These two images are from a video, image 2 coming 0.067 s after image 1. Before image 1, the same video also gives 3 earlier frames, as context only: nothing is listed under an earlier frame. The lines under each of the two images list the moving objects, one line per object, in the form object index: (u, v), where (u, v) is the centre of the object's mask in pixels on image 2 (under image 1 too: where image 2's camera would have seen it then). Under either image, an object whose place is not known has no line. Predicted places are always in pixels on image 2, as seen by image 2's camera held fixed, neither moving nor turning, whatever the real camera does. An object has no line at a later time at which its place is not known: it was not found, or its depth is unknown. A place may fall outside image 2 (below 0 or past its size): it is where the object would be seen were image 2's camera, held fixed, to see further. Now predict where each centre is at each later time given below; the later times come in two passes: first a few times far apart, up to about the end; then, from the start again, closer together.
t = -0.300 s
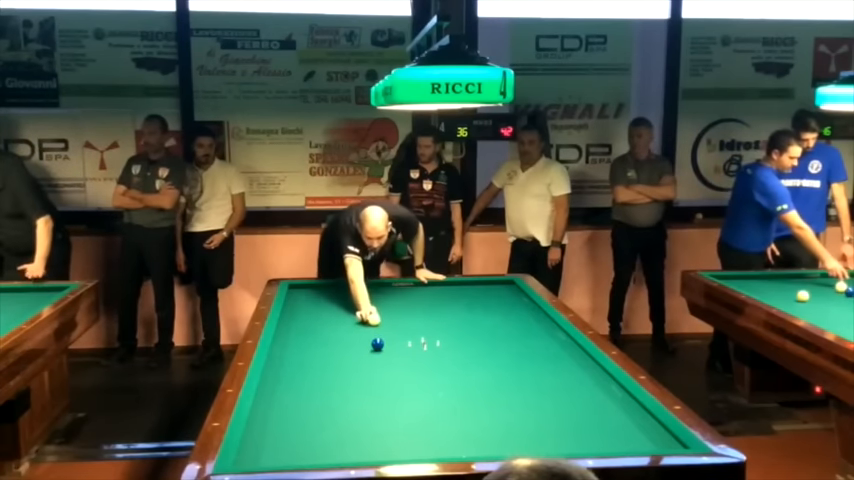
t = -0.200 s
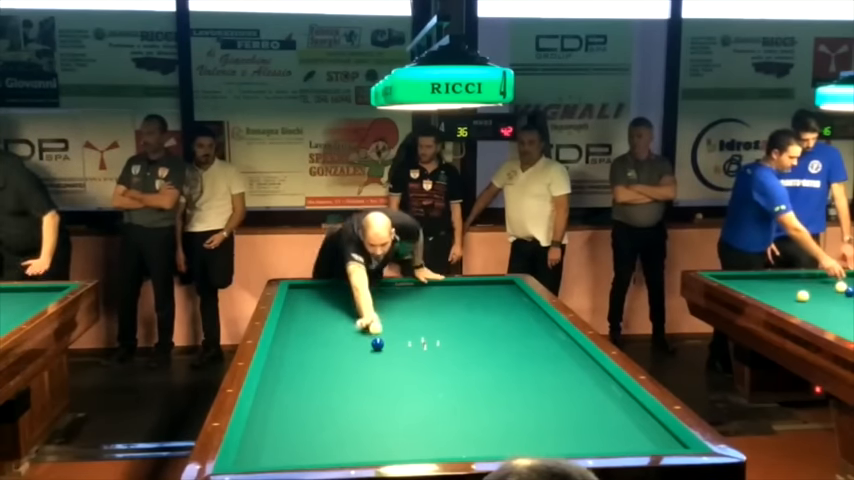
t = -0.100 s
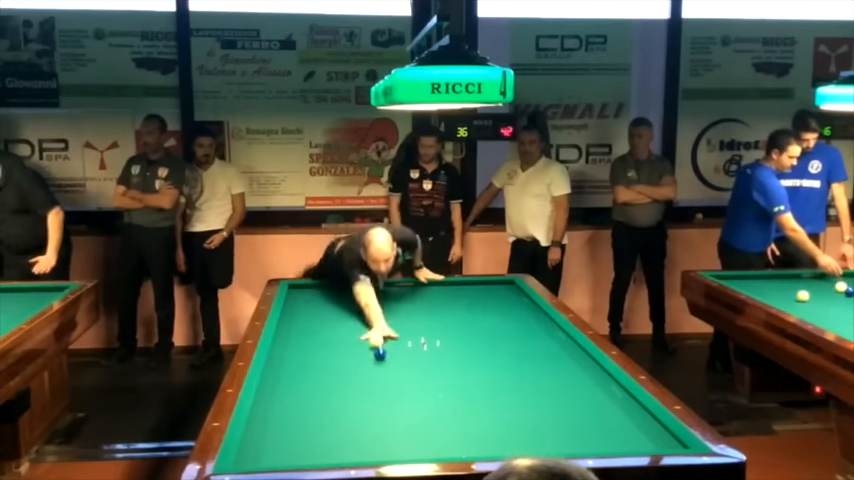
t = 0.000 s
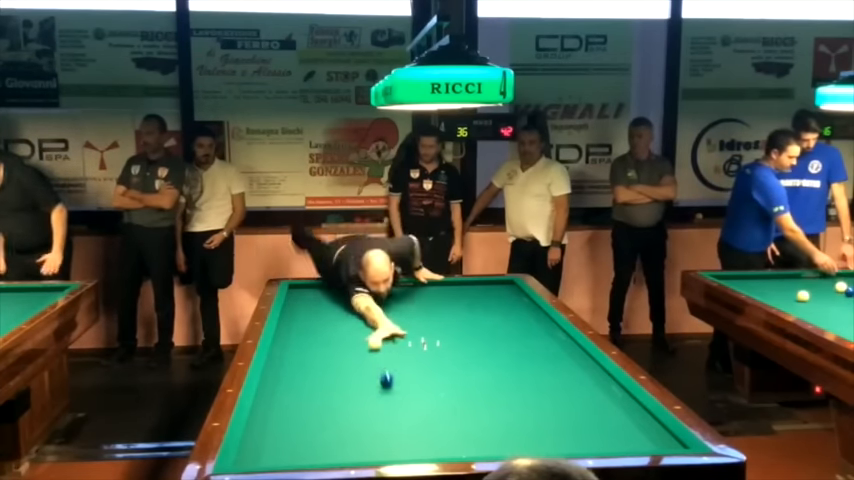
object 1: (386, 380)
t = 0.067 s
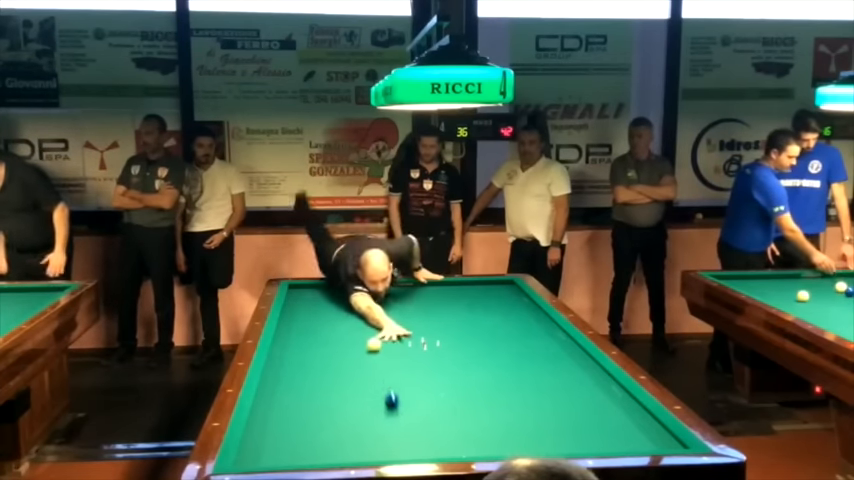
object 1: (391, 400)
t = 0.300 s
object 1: (404, 434)
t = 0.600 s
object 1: (398, 367)
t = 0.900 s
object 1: (395, 329)
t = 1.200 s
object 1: (393, 303)
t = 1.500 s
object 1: (392, 285)
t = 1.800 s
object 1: (398, 300)
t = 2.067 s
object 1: (403, 311)
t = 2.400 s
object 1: (410, 327)
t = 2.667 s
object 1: (416, 341)
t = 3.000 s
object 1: (425, 361)
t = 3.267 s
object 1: (433, 379)
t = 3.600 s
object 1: (444, 406)
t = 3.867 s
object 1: (456, 431)
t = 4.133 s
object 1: (466, 450)
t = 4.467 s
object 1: (458, 430)
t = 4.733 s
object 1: (453, 417)
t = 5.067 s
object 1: (447, 402)
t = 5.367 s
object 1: (442, 390)
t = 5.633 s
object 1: (438, 380)
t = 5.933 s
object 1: (434, 370)
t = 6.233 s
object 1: (430, 361)
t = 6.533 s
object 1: (427, 354)
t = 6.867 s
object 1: (423, 346)
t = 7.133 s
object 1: (420, 340)
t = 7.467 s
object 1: (417, 333)
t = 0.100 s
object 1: (394, 412)
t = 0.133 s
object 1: (397, 424)
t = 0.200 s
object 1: (404, 450)
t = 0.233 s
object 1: (406, 452)
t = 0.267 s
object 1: (405, 444)
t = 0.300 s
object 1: (404, 434)
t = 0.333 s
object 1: (403, 424)
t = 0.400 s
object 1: (402, 407)
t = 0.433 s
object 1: (401, 399)
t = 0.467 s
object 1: (400, 392)
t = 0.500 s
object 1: (400, 385)
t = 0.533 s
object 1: (399, 378)
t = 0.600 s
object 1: (398, 367)
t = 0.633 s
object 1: (398, 362)
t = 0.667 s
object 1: (397, 357)
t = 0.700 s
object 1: (397, 352)
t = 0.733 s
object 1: (396, 347)
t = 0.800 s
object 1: (396, 339)
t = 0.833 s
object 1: (395, 335)
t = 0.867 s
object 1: (395, 332)
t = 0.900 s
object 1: (395, 329)
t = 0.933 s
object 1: (395, 326)
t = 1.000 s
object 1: (394, 319)
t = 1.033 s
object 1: (394, 316)
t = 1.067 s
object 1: (394, 314)
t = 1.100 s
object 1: (394, 310)
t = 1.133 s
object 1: (393, 307)
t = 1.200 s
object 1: (393, 303)
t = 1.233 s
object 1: (393, 300)
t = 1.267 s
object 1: (393, 298)
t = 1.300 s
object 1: (393, 296)
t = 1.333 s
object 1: (393, 294)
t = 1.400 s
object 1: (392, 289)
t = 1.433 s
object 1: (392, 287)
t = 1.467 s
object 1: (392, 285)
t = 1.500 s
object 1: (392, 285)
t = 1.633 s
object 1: (395, 290)
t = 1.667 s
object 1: (395, 292)
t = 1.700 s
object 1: (396, 294)
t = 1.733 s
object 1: (397, 296)
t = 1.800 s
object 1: (398, 300)
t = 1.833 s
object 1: (399, 301)
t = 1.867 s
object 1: (400, 303)
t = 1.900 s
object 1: (400, 304)
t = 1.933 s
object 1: (401, 305)
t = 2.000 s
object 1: (402, 308)
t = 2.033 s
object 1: (403, 310)
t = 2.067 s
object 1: (403, 311)
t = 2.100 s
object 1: (404, 313)
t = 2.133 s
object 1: (405, 314)
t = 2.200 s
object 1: (406, 317)
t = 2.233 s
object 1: (406, 319)
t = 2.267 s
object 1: (407, 321)
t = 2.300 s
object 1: (408, 322)
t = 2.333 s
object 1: (409, 324)
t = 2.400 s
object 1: (410, 327)
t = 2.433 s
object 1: (411, 329)
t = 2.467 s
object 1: (412, 331)
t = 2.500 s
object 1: (412, 332)
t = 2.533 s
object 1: (413, 334)
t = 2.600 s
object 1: (415, 338)
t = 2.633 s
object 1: (415, 339)
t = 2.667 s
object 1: (416, 341)
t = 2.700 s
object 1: (417, 343)
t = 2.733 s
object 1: (418, 345)
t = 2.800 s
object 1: (419, 349)
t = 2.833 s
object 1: (420, 350)
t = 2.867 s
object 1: (421, 353)
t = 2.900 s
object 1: (422, 354)
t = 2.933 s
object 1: (423, 356)
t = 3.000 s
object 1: (425, 361)
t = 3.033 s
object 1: (426, 363)
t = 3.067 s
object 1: (427, 365)
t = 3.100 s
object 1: (428, 368)
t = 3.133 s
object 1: (429, 370)
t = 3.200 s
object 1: (431, 375)
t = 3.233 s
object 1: (432, 377)
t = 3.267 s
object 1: (433, 379)
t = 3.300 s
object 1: (434, 382)
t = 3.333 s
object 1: (435, 384)
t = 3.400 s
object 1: (437, 390)
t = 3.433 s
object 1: (438, 392)
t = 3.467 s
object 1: (439, 395)
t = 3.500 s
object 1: (441, 398)
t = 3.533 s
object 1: (442, 400)
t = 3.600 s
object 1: (444, 406)
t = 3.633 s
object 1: (446, 409)
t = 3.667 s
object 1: (447, 412)
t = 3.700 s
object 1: (448, 415)
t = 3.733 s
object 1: (450, 418)
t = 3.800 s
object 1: (453, 424)
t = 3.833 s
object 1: (454, 428)
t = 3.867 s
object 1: (456, 431)
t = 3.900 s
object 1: (457, 435)
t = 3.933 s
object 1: (459, 438)
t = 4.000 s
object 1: (462, 445)
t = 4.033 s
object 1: (463, 447)
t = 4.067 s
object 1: (465, 450)
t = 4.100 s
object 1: (466, 451)
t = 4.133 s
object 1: (466, 450)
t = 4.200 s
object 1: (464, 447)
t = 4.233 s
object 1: (463, 445)
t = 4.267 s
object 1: (462, 443)
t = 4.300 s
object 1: (461, 440)
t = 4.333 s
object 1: (460, 438)
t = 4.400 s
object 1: (459, 434)
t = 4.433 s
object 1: (458, 432)
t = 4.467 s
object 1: (458, 430)
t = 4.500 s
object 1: (457, 429)
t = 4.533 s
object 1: (456, 427)
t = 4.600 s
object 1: (455, 423)
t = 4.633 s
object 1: (454, 421)
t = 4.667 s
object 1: (454, 420)
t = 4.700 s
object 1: (453, 418)
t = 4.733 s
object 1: (453, 417)
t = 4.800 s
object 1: (452, 414)
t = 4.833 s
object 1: (451, 412)
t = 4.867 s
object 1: (450, 410)
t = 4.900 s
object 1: (450, 409)
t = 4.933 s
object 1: (449, 407)
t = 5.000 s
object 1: (448, 404)
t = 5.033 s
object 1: (447, 403)
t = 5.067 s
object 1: (447, 402)
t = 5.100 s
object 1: (446, 400)
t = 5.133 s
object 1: (446, 399)
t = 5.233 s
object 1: (444, 395)
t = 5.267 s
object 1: (444, 393)
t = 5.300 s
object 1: (443, 392)
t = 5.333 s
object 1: (443, 391)
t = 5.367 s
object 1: (442, 390)
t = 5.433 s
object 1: (441, 387)
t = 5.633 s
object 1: (438, 380)
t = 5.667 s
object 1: (438, 379)
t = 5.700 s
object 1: (437, 378)
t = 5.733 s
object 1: (437, 376)
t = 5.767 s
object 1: (436, 375)
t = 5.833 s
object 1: (435, 373)
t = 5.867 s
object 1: (435, 372)
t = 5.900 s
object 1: (434, 371)
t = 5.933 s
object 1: (434, 370)
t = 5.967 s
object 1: (434, 369)
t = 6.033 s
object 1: (433, 367)
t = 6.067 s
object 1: (432, 366)
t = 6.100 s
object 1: (432, 365)
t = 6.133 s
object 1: (431, 364)
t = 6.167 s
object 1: (431, 363)
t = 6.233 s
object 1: (430, 361)
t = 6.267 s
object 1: (430, 360)
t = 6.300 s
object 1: (429, 359)
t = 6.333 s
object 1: (429, 359)
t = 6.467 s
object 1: (427, 355)
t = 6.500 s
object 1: (427, 355)
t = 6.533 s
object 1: (427, 354)
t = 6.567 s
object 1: (426, 353)
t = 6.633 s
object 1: (425, 351)
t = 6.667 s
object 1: (425, 350)
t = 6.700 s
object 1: (425, 349)
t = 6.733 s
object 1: (424, 348)
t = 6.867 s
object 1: (423, 346)
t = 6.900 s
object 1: (423, 345)
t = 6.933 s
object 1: (422, 344)
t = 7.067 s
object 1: (421, 341)
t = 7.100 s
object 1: (420, 340)
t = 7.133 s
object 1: (420, 340)
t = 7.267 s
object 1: (419, 337)
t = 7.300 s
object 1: (419, 336)
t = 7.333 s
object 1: (418, 335)
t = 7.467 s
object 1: (417, 333)
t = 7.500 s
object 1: (417, 332)
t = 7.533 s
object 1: (417, 332)
